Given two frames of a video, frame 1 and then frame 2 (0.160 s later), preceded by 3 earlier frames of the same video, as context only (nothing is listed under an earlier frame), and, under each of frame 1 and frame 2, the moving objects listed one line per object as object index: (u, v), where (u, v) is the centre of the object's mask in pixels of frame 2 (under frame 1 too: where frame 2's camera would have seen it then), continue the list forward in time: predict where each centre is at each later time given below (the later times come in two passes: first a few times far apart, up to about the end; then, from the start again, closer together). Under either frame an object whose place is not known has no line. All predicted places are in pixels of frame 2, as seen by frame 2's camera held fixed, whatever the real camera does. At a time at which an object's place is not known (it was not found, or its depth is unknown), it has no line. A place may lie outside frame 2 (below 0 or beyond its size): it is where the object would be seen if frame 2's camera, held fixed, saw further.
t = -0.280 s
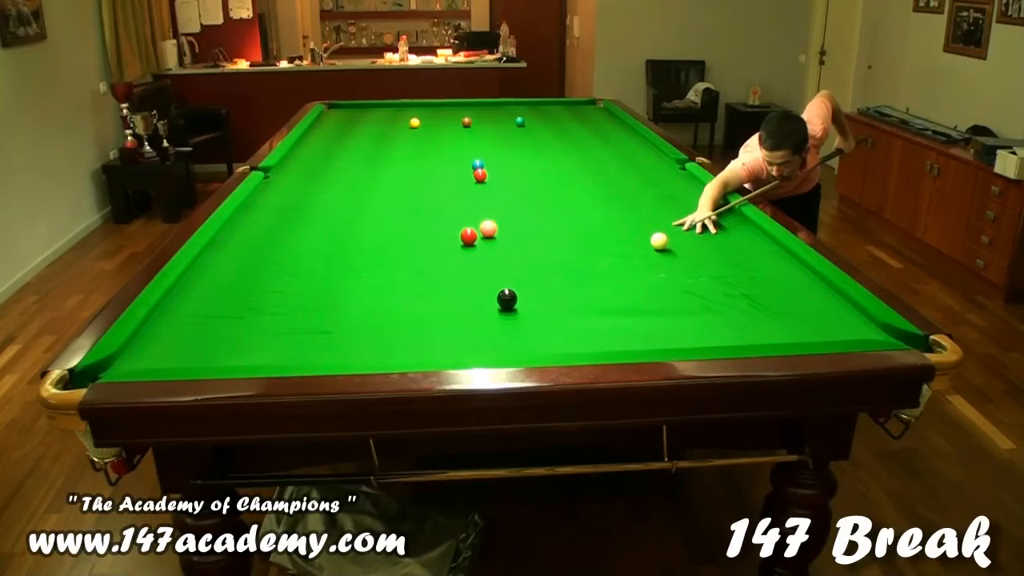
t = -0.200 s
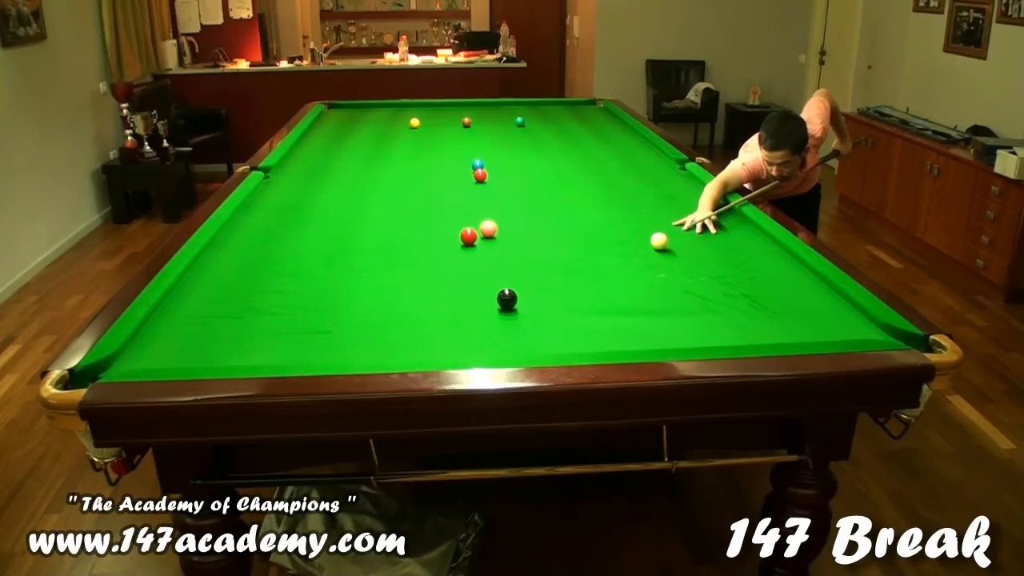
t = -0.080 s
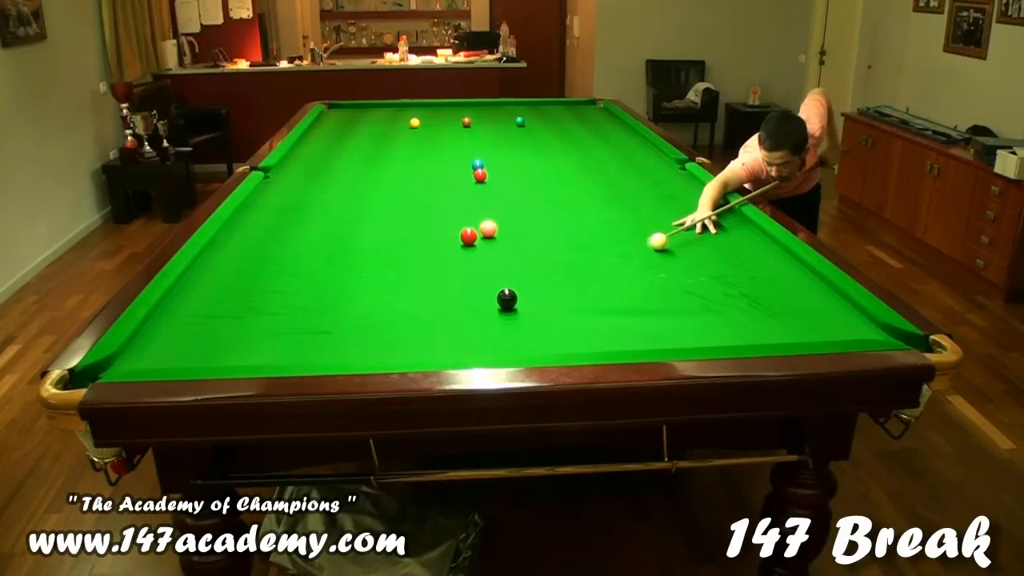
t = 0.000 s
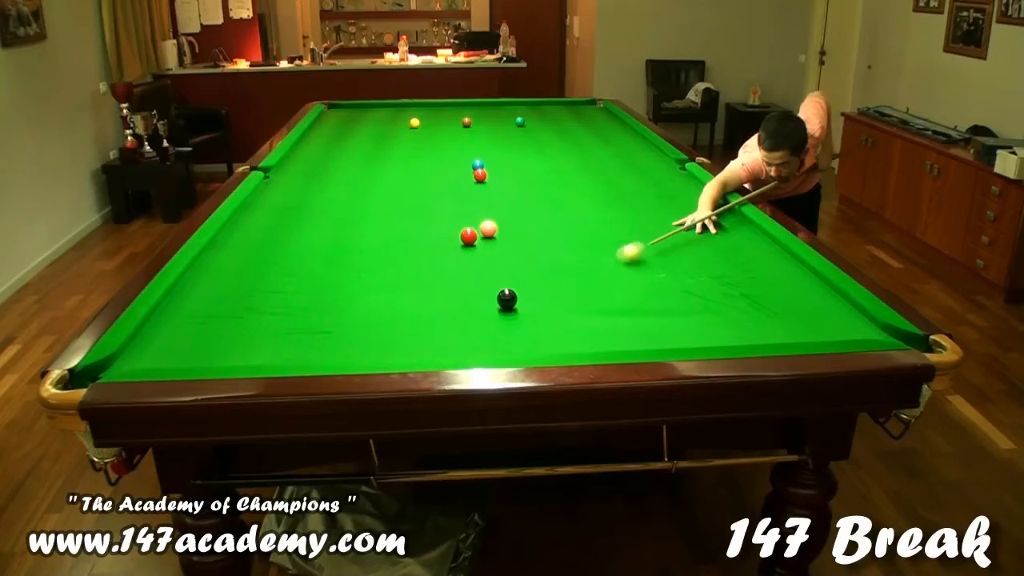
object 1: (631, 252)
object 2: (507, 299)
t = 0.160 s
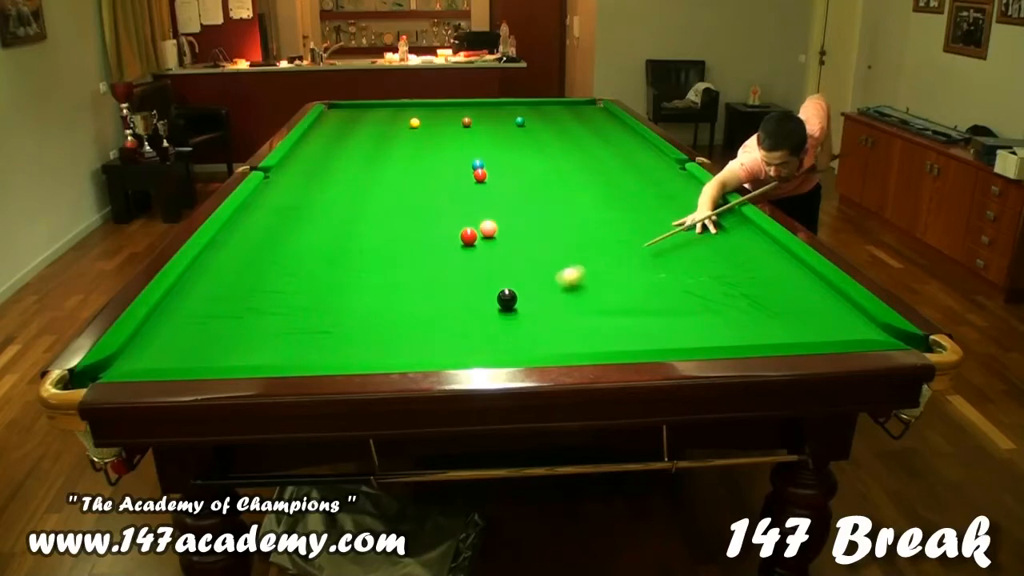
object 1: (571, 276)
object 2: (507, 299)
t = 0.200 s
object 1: (555, 282)
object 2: (507, 299)
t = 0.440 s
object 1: (526, 313)
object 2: (429, 314)
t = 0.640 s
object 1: (515, 339)
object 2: (351, 329)
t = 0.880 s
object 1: (498, 342)
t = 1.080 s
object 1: (483, 326)
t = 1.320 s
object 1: (468, 309)
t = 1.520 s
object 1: (456, 296)
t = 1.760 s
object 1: (444, 283)
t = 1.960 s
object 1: (435, 274)
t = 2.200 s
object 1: (426, 264)
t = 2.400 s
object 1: (419, 257)
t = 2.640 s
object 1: (411, 249)
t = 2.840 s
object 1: (406, 243)
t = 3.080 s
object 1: (400, 237)
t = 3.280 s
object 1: (396, 232)
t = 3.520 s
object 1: (391, 227)
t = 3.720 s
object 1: (388, 224)
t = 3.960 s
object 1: (385, 220)
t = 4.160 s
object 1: (382, 217)
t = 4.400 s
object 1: (380, 214)
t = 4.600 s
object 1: (379, 213)
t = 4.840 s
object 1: (377, 211)
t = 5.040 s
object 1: (376, 209)
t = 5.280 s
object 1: (375, 208)
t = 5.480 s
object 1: (374, 207)
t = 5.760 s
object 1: (373, 207)
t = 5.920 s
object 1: (373, 206)
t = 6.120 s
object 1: (373, 206)
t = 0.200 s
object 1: (555, 282)
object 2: (507, 299)
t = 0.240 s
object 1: (538, 289)
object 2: (507, 299)
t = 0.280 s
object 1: (527, 296)
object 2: (500, 301)
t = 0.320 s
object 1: (529, 300)
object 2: (481, 304)
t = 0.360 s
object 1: (529, 304)
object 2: (462, 308)
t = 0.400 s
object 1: (528, 309)
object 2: (445, 311)
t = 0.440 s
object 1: (526, 313)
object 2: (429, 314)
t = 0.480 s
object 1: (524, 318)
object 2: (414, 317)
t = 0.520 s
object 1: (522, 323)
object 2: (398, 320)
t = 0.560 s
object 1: (520, 328)
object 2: (382, 323)
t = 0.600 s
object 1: (518, 333)
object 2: (367, 326)
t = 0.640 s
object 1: (515, 339)
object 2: (351, 329)
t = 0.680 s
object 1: (513, 343)
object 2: (334, 332)
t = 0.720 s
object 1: (510, 346)
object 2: (318, 334)
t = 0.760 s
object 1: (508, 349)
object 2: (302, 337)
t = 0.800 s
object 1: (504, 346)
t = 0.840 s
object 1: (501, 344)
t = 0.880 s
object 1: (498, 342)
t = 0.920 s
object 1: (495, 338)
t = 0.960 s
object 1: (492, 336)
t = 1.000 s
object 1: (489, 332)
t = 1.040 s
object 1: (486, 329)
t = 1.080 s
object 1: (483, 326)
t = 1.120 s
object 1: (480, 323)
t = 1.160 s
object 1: (478, 320)
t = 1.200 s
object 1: (475, 317)
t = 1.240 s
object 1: (473, 314)
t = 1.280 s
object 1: (470, 311)
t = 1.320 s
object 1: (468, 309)
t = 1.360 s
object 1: (465, 306)
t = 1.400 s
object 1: (463, 304)
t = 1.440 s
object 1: (461, 301)
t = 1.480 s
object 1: (458, 299)
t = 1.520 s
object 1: (456, 296)
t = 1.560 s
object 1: (454, 294)
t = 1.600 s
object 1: (452, 292)
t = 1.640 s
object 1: (450, 290)
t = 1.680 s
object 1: (448, 287)
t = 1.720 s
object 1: (446, 285)
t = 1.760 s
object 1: (444, 283)
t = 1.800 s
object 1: (442, 281)
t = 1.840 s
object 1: (440, 279)
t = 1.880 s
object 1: (439, 278)
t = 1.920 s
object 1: (437, 276)
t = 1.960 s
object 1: (435, 274)
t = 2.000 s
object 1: (433, 272)
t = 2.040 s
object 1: (432, 270)
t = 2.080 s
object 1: (430, 269)
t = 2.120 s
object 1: (429, 267)
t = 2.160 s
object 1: (427, 265)
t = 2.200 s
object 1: (426, 264)
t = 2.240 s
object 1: (424, 263)
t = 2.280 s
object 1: (422, 261)
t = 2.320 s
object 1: (421, 259)
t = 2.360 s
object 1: (420, 258)
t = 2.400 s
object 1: (419, 257)
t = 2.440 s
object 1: (417, 255)
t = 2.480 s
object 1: (416, 254)
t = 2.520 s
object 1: (415, 253)
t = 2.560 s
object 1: (413, 251)
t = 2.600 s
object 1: (412, 250)
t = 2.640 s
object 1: (411, 249)
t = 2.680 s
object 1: (410, 248)
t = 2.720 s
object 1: (409, 246)
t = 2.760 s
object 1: (408, 245)
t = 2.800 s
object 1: (407, 244)
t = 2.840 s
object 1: (406, 243)
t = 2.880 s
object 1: (405, 242)
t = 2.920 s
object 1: (404, 241)
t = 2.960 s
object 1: (403, 240)
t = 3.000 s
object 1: (402, 239)
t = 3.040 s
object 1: (401, 238)
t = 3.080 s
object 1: (400, 237)
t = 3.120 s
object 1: (399, 236)
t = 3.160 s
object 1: (398, 235)
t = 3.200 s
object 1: (398, 234)
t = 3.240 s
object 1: (397, 233)
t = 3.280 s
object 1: (396, 232)
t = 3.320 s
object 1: (395, 232)
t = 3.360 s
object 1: (394, 231)
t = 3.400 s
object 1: (393, 230)
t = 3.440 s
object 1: (393, 229)
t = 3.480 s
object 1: (392, 228)
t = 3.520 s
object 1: (391, 227)
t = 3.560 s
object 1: (391, 227)
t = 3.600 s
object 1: (390, 226)
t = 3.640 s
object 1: (389, 225)
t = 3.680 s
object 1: (389, 225)
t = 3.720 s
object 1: (388, 224)
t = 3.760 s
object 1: (387, 223)
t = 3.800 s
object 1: (387, 223)
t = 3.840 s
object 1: (386, 222)
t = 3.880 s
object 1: (386, 222)
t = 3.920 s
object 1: (385, 221)
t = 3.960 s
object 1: (385, 220)
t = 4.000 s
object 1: (384, 220)
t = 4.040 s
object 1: (384, 219)
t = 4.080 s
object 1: (383, 218)
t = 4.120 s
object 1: (383, 218)
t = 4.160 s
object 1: (382, 217)
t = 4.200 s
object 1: (382, 217)
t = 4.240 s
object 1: (382, 216)
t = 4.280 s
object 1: (381, 216)
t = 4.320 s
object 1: (381, 215)
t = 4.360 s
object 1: (381, 215)
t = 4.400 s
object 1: (380, 214)
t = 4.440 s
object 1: (380, 214)
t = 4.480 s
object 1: (379, 214)
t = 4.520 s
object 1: (379, 213)
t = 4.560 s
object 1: (379, 213)
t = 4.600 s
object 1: (379, 213)
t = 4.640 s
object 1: (378, 212)
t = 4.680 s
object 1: (378, 212)
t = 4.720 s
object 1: (378, 211)
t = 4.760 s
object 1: (377, 211)
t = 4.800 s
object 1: (377, 211)
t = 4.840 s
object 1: (377, 211)
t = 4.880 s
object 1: (377, 210)
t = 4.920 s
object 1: (376, 210)
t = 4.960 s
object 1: (376, 210)
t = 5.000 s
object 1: (376, 209)
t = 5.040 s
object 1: (376, 209)
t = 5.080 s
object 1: (376, 209)
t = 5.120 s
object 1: (376, 209)
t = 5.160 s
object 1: (375, 209)
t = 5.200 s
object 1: (375, 208)
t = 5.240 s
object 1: (375, 208)
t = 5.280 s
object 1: (375, 208)
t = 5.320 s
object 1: (374, 208)
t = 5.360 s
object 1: (374, 208)
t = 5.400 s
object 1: (374, 208)
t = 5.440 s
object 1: (374, 207)
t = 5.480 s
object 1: (374, 207)
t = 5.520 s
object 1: (373, 207)
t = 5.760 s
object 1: (373, 207)
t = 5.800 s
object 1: (373, 206)
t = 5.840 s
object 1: (373, 206)
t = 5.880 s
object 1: (373, 206)
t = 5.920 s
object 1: (373, 206)
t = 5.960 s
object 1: (373, 206)
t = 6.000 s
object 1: (373, 206)
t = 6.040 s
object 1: (373, 206)
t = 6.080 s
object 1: (373, 206)
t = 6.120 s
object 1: (373, 206)
